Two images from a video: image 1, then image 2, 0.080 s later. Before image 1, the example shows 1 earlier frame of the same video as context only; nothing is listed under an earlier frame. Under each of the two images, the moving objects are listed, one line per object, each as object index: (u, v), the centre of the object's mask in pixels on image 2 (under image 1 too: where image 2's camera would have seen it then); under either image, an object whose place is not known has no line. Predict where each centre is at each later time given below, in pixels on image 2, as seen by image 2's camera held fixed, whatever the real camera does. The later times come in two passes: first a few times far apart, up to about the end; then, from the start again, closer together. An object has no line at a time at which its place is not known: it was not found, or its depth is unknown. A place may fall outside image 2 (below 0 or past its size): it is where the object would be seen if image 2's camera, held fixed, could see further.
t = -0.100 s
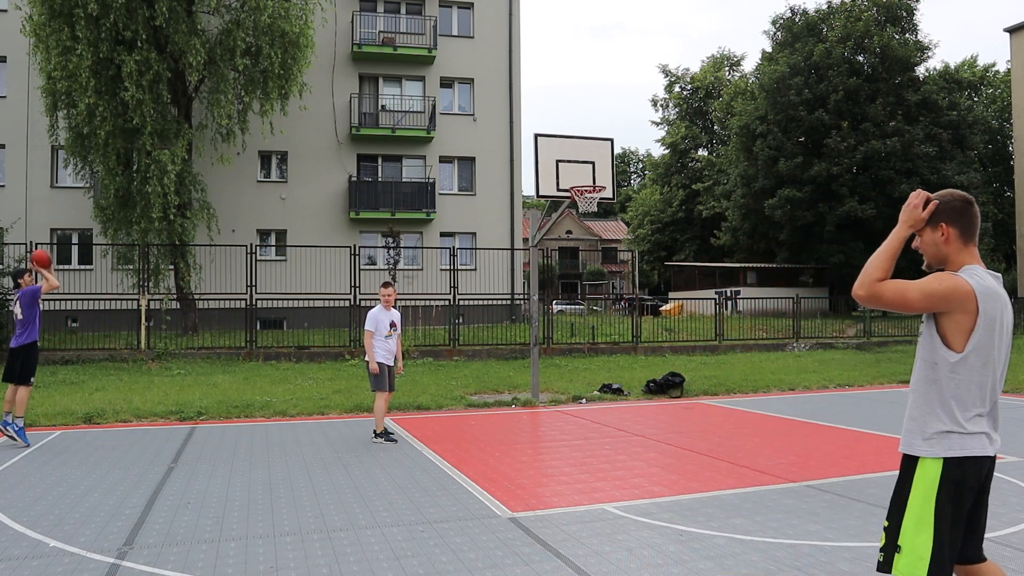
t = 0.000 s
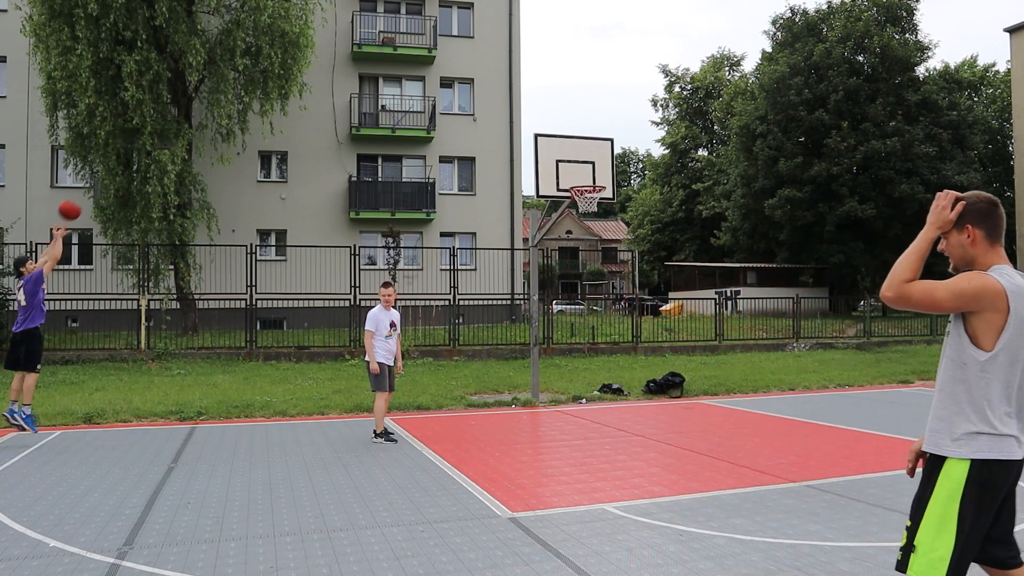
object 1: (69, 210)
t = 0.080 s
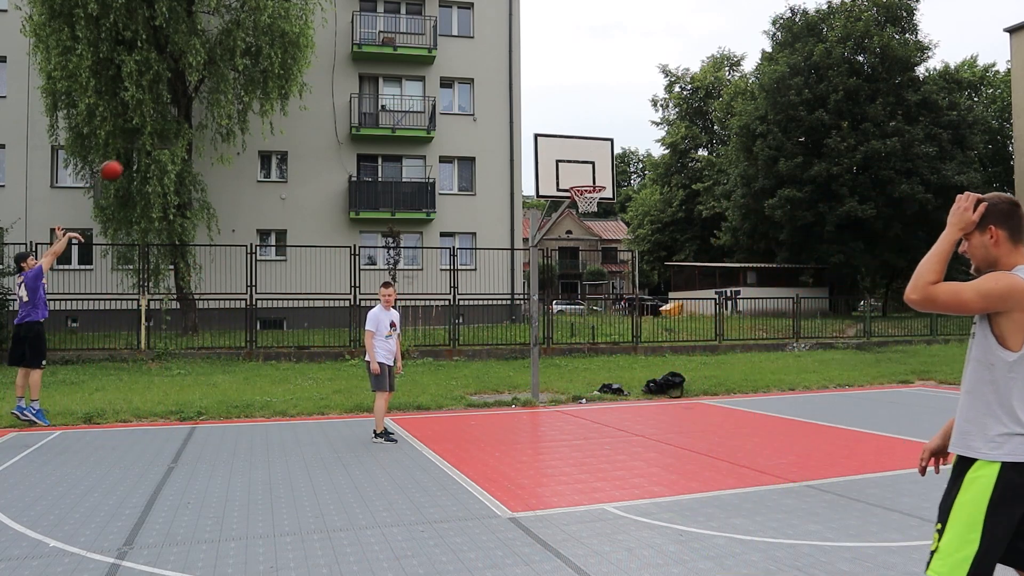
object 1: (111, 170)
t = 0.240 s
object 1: (190, 111)
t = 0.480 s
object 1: (300, 65)
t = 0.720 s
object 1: (402, 63)
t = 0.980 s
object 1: (505, 110)
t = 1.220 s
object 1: (598, 188)
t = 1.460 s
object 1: (608, 271)
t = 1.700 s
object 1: (625, 402)
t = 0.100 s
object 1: (121, 161)
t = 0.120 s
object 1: (131, 153)
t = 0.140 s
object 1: (141, 145)
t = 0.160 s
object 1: (151, 138)
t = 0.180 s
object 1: (161, 130)
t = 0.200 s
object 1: (171, 123)
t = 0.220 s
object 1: (181, 116)
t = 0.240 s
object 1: (190, 111)
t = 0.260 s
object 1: (200, 105)
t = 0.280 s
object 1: (209, 99)
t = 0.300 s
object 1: (219, 94)
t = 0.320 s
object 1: (228, 90)
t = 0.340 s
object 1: (237, 85)
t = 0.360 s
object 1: (247, 81)
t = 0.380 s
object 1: (256, 77)
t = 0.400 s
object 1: (265, 74)
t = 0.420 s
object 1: (274, 71)
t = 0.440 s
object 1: (282, 68)
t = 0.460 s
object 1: (292, 66)
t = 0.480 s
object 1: (300, 65)
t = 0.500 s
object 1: (309, 63)
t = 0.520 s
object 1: (318, 61)
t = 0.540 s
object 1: (327, 60)
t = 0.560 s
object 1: (335, 59)
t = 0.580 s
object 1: (344, 59)
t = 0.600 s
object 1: (352, 59)
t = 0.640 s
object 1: (370, 59)
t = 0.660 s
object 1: (378, 59)
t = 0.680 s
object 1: (386, 60)
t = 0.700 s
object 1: (395, 62)
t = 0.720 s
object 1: (402, 63)
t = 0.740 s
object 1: (410, 65)
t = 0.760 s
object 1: (419, 67)
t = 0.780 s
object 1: (426, 70)
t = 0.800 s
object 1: (434, 73)
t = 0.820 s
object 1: (442, 76)
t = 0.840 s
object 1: (450, 79)
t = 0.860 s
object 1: (459, 83)
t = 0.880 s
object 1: (466, 87)
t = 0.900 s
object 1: (474, 91)
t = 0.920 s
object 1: (482, 95)
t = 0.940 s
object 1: (490, 100)
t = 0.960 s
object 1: (497, 105)
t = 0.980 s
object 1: (505, 110)
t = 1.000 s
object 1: (513, 116)
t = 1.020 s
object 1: (520, 122)
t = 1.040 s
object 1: (528, 127)
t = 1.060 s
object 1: (536, 134)
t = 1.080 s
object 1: (543, 140)
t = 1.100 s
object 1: (550, 147)
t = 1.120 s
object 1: (558, 154)
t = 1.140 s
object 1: (565, 161)
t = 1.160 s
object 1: (573, 169)
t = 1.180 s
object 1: (580, 177)
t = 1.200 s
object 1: (588, 182)
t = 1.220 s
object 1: (598, 188)
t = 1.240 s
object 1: (599, 197)
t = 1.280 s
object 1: (598, 210)
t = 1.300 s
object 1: (599, 214)
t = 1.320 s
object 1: (600, 220)
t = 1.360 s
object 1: (602, 234)
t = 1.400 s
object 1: (604, 247)
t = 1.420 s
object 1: (606, 255)
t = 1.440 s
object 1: (607, 263)
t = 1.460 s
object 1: (608, 271)
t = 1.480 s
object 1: (610, 280)
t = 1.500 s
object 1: (611, 289)
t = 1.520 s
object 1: (612, 298)
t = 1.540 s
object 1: (614, 308)
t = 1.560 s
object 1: (615, 319)
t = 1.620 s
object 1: (620, 352)
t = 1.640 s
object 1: (621, 364)
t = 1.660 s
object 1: (623, 376)
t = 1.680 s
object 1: (624, 389)
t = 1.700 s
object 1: (625, 402)
